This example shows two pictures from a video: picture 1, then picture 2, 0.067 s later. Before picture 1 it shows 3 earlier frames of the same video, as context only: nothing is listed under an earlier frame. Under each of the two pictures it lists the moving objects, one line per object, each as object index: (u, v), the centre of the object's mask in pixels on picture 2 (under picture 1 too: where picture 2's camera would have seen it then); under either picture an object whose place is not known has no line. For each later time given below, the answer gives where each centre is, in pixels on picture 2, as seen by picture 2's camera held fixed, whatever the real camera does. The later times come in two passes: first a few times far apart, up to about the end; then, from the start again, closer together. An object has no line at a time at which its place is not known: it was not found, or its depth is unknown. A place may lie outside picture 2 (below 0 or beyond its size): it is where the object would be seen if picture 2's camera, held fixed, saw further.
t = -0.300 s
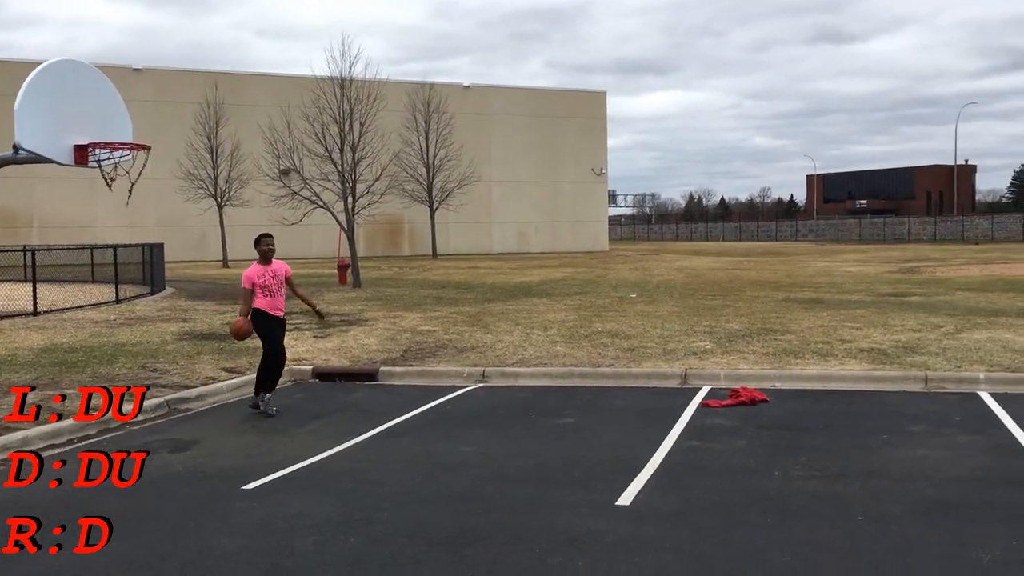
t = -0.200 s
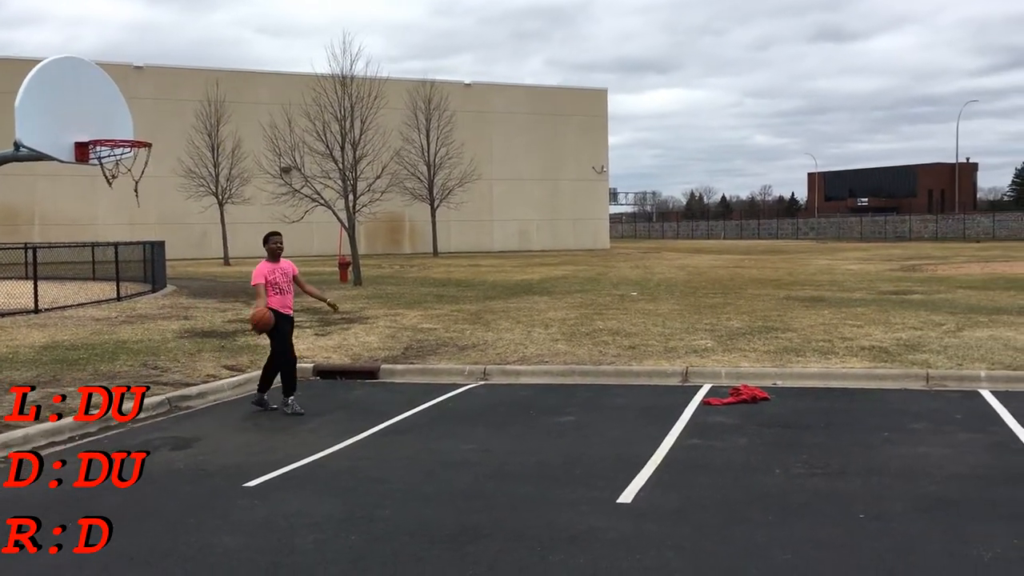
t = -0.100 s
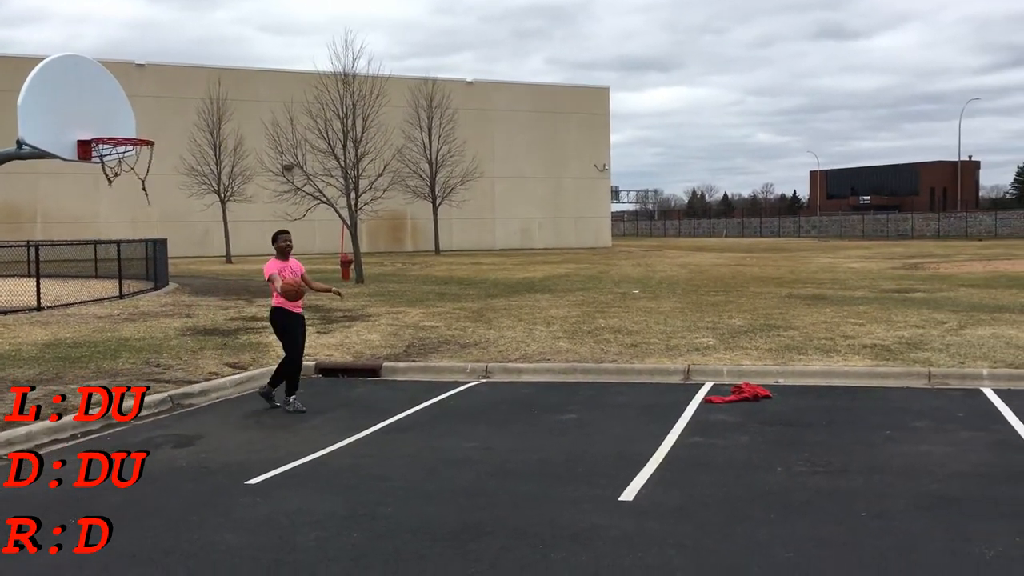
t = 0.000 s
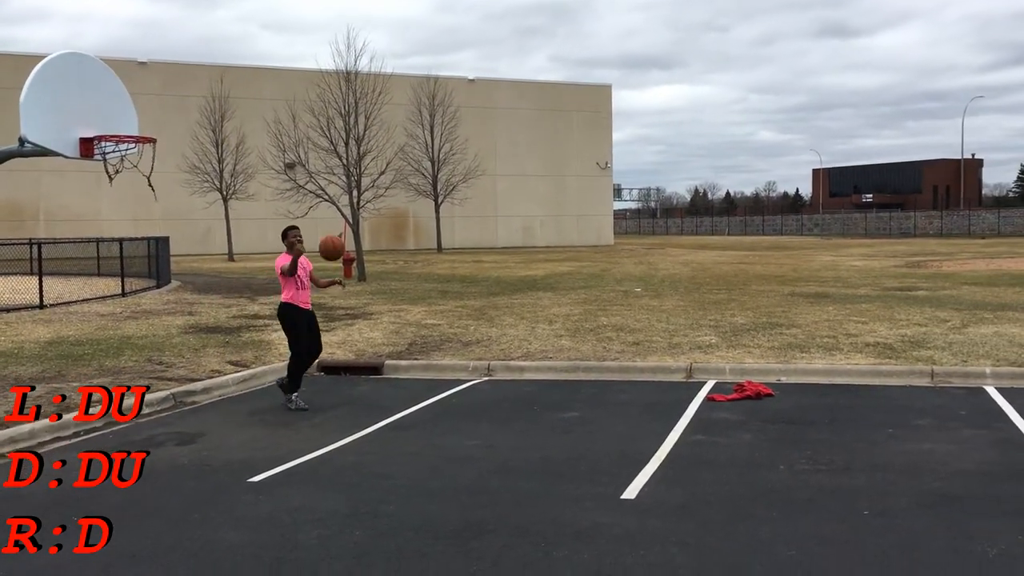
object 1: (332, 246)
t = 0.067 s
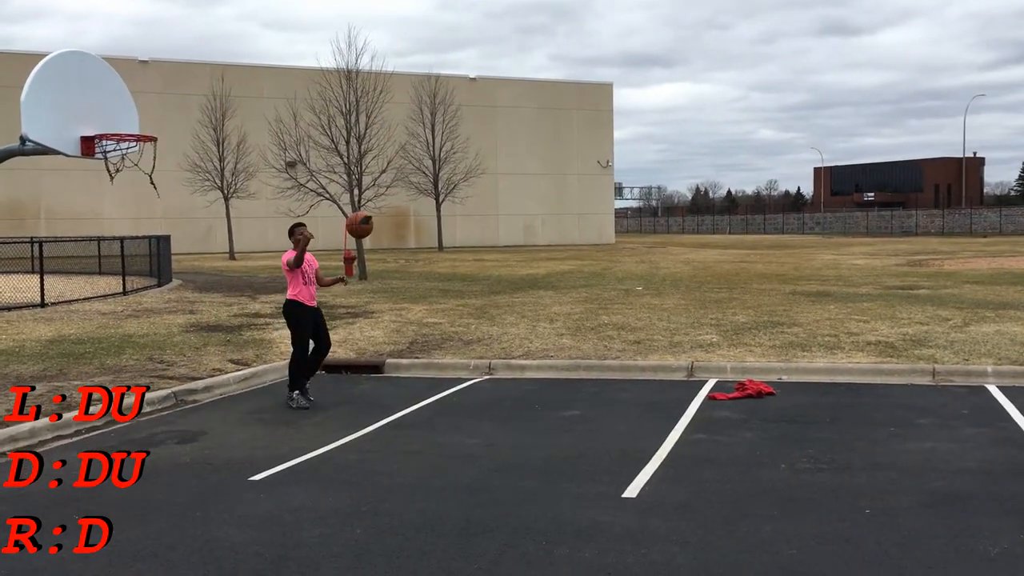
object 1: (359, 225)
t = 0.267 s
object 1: (451, 188)
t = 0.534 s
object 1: (600, 216)
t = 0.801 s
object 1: (787, 362)
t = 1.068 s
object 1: (982, 425)
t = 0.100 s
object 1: (373, 215)
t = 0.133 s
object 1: (388, 208)
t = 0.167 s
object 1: (403, 201)
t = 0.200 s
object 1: (419, 195)
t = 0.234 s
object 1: (434, 190)
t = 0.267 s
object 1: (451, 188)
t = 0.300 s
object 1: (467, 186)
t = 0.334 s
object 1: (485, 186)
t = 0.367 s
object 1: (503, 186)
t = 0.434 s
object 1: (540, 193)
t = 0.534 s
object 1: (600, 216)
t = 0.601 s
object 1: (643, 240)
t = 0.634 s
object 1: (665, 255)
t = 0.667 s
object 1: (689, 273)
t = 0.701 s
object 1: (711, 292)
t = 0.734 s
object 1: (736, 312)
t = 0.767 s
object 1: (762, 336)
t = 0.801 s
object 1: (787, 362)
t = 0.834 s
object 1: (814, 390)
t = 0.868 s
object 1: (841, 421)
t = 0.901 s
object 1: (869, 455)
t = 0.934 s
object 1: (897, 492)
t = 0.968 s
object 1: (918, 483)
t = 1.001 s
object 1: (939, 462)
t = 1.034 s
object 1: (961, 443)
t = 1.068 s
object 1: (982, 425)
